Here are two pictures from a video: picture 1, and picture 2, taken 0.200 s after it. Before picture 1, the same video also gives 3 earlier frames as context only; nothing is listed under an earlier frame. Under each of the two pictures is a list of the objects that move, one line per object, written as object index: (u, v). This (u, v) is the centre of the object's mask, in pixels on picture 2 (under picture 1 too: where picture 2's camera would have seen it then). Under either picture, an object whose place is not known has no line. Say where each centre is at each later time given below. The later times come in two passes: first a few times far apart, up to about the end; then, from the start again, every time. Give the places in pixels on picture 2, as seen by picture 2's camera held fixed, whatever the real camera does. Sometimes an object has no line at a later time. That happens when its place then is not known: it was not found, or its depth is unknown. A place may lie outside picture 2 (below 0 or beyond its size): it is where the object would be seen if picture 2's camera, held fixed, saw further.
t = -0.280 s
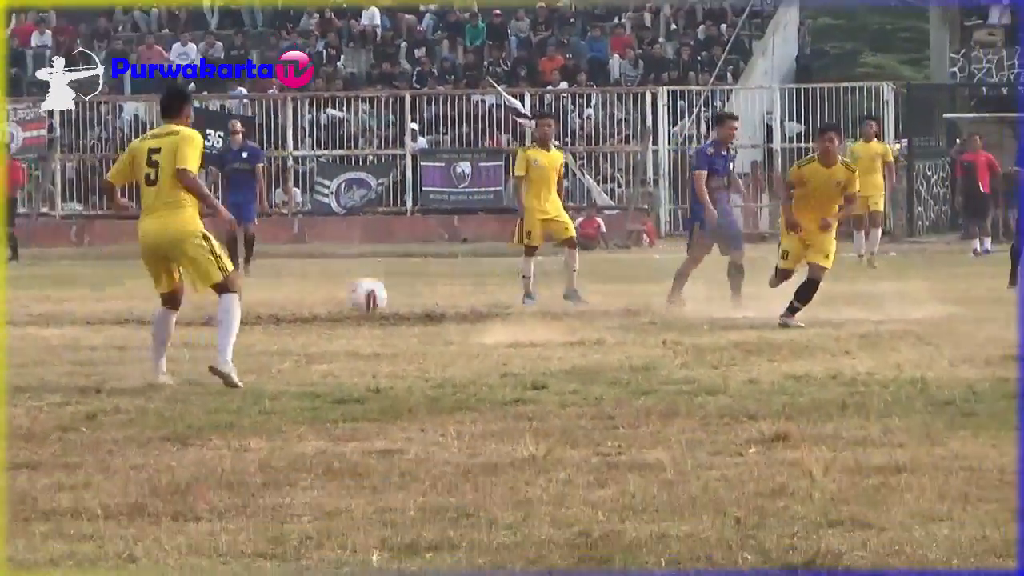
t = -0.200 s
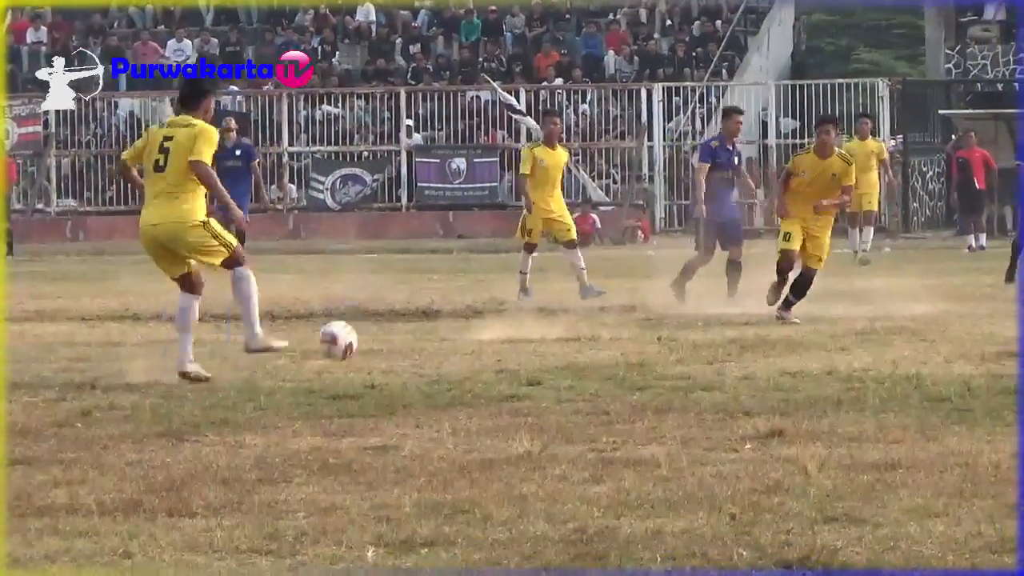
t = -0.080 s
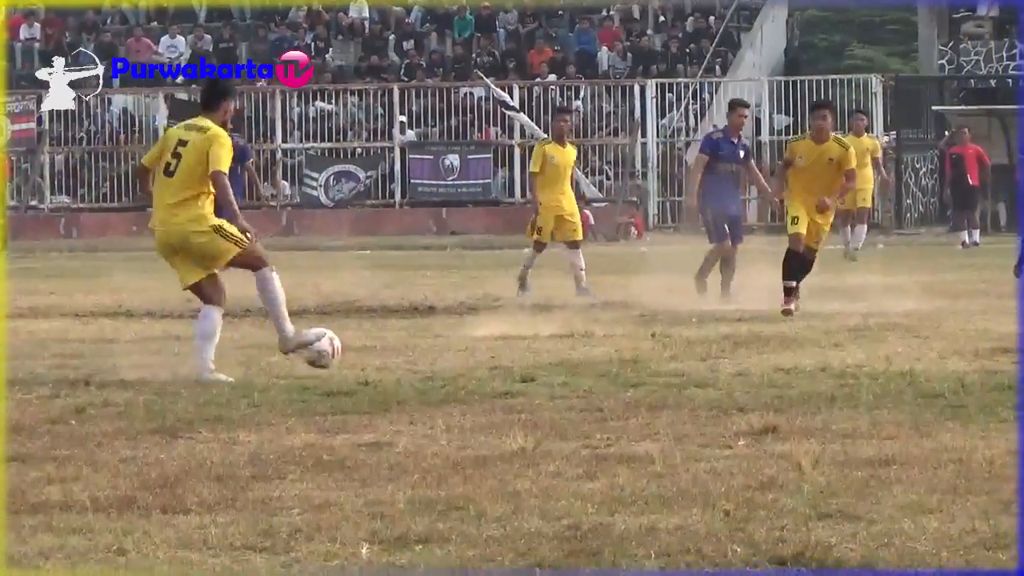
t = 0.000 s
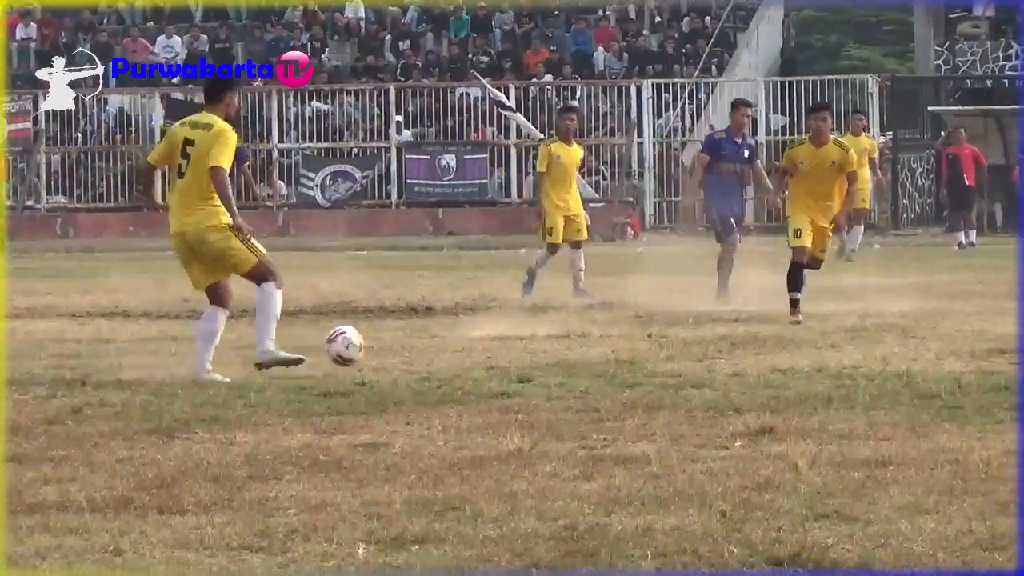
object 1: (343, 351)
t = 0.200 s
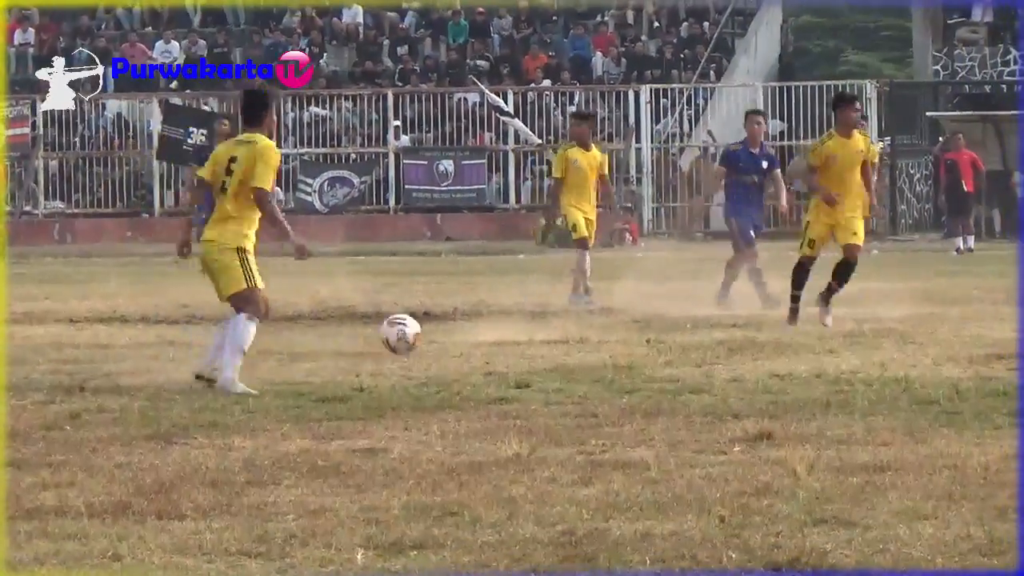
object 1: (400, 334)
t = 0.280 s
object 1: (425, 347)
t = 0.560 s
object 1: (494, 346)
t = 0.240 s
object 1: (413, 339)
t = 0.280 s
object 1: (425, 347)
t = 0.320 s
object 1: (436, 358)
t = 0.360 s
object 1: (447, 358)
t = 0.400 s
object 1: (455, 351)
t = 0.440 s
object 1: (465, 346)
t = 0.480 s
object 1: (475, 343)
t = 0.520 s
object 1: (483, 343)
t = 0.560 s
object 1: (494, 346)
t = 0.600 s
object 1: (502, 352)
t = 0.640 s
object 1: (513, 360)
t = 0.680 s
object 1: (522, 358)
